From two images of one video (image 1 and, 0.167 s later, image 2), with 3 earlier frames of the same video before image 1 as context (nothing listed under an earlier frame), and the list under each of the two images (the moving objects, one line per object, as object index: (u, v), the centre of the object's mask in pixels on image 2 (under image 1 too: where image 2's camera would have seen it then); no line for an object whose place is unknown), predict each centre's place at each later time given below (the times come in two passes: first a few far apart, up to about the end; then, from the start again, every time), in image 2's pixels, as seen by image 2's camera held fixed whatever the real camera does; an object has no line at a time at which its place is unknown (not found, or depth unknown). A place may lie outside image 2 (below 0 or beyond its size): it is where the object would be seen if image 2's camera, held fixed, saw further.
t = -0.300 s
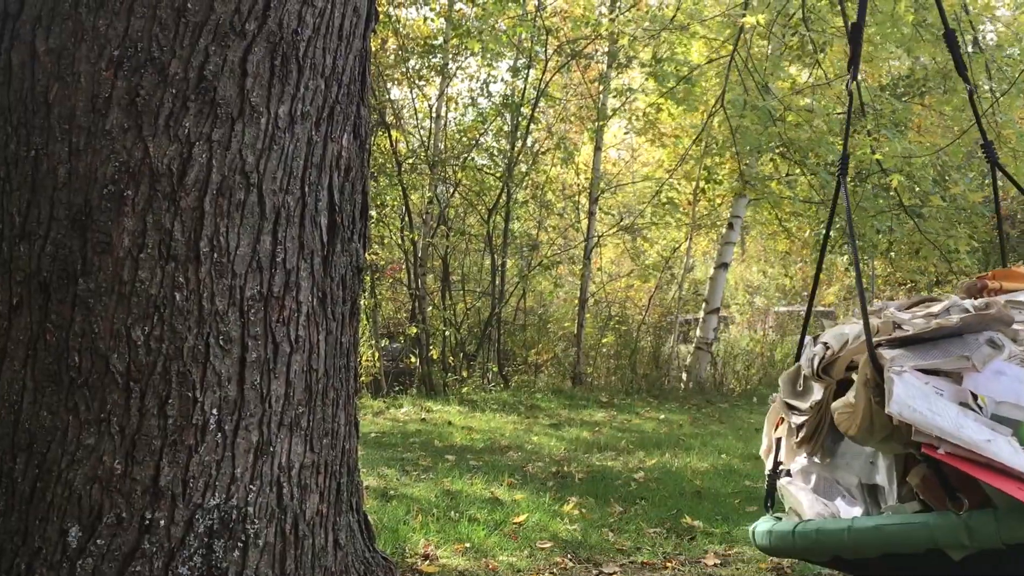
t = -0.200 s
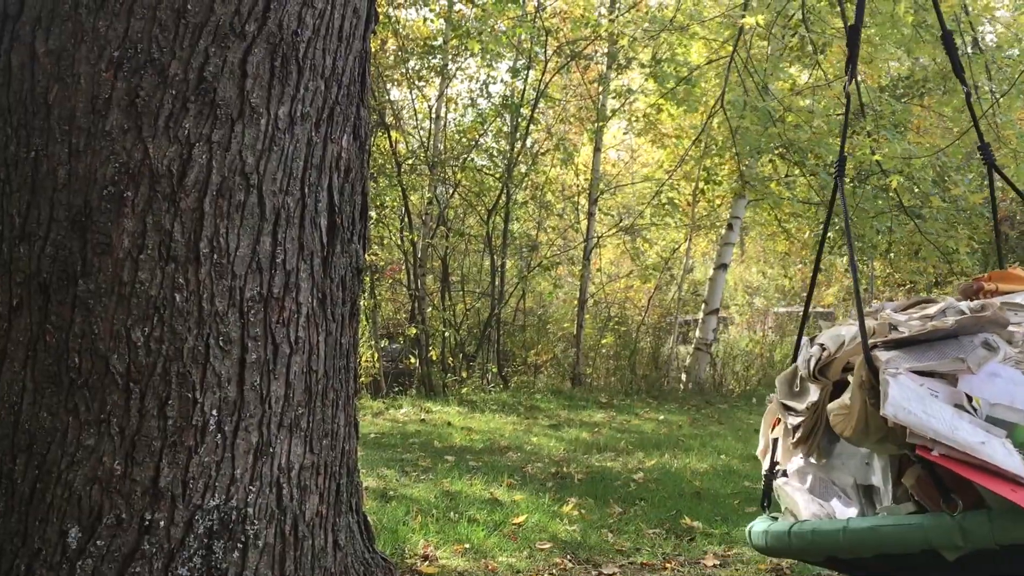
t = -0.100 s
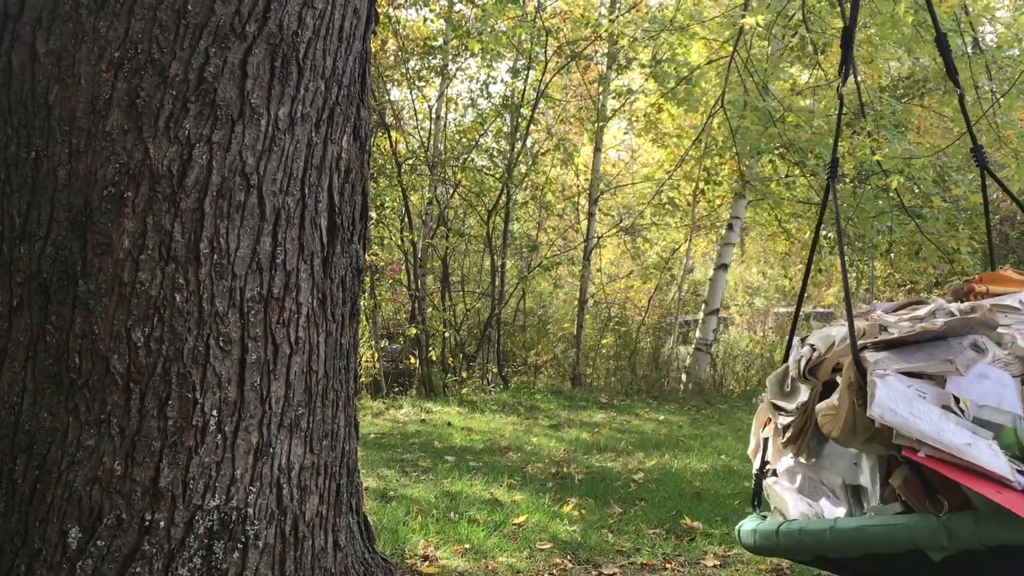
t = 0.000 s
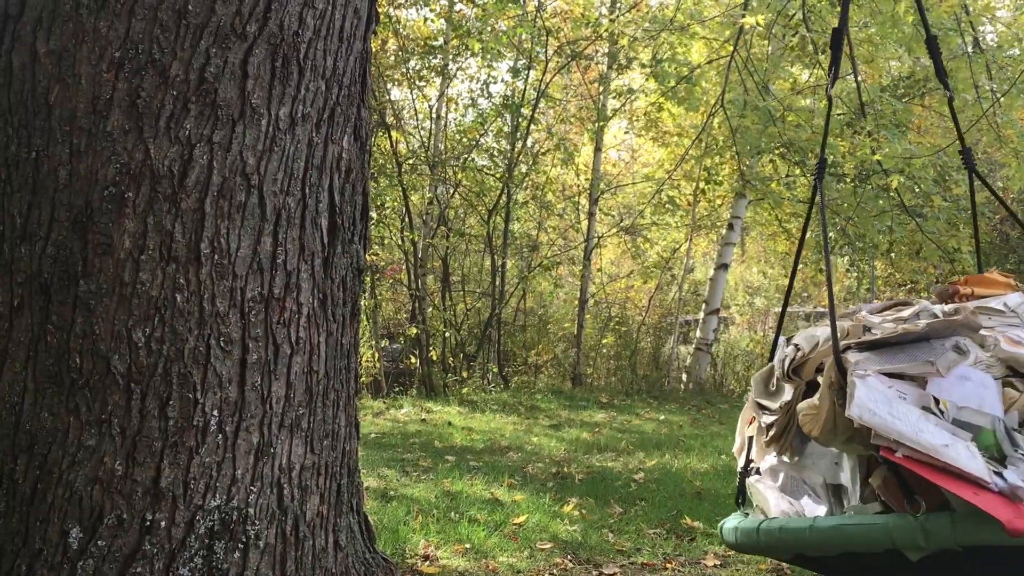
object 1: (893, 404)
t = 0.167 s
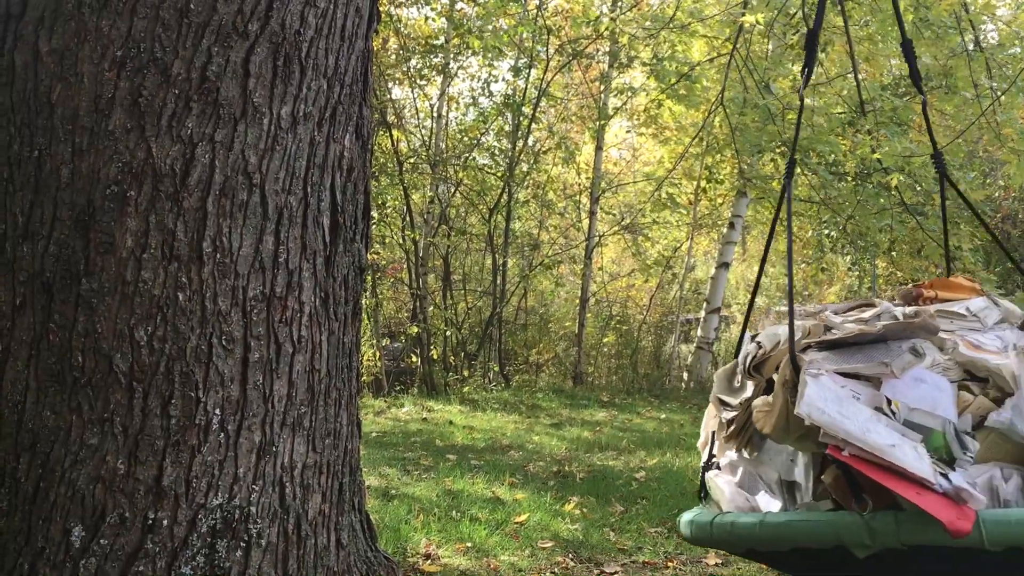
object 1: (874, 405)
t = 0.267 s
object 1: (858, 406)
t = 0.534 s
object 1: (785, 407)
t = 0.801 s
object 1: (697, 399)
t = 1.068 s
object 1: (632, 389)
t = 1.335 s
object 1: (604, 383)
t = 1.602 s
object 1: (624, 386)
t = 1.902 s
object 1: (696, 396)
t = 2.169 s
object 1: (786, 404)
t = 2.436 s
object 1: (850, 403)
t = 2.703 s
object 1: (882, 404)
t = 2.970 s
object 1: (894, 407)
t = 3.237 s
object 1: (885, 404)
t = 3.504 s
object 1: (855, 404)
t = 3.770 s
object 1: (797, 407)
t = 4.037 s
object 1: (709, 400)
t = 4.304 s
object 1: (640, 390)
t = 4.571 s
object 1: (615, 382)
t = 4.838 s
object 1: (629, 383)
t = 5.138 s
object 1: (687, 394)
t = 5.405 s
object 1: (772, 403)
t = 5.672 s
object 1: (837, 403)
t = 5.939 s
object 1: (871, 403)
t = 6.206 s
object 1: (885, 405)
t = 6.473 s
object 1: (881, 404)
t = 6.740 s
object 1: (857, 404)
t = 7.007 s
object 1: (808, 407)
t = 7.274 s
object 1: (720, 401)
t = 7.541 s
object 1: (648, 391)
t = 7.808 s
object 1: (619, 383)
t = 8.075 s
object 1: (618, 385)
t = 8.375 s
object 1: (679, 394)
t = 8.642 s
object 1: (762, 402)
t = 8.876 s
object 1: (825, 403)
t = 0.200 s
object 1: (869, 406)
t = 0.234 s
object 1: (864, 406)
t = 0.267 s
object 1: (858, 406)
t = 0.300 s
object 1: (852, 407)
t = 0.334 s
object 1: (846, 407)
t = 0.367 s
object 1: (839, 408)
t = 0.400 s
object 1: (831, 408)
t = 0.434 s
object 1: (821, 408)
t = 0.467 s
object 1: (809, 408)
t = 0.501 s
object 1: (797, 408)
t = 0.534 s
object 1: (785, 407)
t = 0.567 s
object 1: (774, 407)
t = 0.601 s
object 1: (762, 406)
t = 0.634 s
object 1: (751, 405)
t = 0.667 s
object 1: (741, 403)
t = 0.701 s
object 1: (729, 403)
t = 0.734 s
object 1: (718, 402)
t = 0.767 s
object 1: (707, 400)
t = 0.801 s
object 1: (697, 399)
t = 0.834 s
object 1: (687, 398)
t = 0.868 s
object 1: (678, 397)
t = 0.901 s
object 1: (669, 395)
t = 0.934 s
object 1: (660, 394)
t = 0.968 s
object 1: (652, 393)
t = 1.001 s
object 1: (645, 391)
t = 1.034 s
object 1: (638, 390)
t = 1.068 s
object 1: (632, 389)
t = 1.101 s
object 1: (626, 388)
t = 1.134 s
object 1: (621, 387)
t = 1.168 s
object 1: (616, 386)
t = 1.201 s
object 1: (612, 385)
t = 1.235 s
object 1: (609, 384)
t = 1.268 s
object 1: (607, 384)
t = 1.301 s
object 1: (605, 383)
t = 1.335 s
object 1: (604, 383)
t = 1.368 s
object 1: (604, 383)
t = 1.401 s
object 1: (605, 383)
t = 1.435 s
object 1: (606, 383)
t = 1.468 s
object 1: (609, 383)
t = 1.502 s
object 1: (611, 384)
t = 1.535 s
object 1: (615, 384)
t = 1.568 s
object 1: (619, 385)
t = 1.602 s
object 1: (624, 386)
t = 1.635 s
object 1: (631, 387)
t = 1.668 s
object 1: (637, 387)
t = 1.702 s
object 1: (644, 389)
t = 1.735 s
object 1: (651, 390)
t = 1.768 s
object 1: (658, 391)
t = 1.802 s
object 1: (668, 393)
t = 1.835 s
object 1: (678, 393)
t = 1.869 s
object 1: (687, 395)
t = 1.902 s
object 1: (696, 396)
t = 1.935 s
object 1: (707, 397)
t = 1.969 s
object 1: (717, 399)
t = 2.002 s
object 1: (728, 400)
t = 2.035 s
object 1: (740, 401)
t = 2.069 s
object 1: (751, 402)
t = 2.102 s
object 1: (763, 403)
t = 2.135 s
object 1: (774, 404)
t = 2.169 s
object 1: (786, 404)
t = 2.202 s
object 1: (797, 405)
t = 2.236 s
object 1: (808, 406)
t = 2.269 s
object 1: (818, 405)
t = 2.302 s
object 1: (826, 405)
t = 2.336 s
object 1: (833, 405)
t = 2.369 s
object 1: (839, 404)
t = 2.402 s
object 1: (845, 404)
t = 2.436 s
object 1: (850, 403)
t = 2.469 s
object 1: (856, 403)
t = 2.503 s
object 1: (860, 403)
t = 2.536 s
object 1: (865, 403)
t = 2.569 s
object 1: (869, 403)
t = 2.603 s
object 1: (873, 404)
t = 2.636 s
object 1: (876, 403)
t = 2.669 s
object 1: (879, 404)
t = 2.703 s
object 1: (882, 404)
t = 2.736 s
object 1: (885, 405)
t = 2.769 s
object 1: (887, 405)
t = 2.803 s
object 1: (889, 405)
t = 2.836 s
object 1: (891, 406)
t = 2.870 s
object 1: (892, 406)
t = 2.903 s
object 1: (893, 407)
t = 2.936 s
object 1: (894, 407)
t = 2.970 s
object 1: (894, 407)
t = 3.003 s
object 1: (894, 407)
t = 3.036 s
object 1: (894, 406)
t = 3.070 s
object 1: (893, 406)
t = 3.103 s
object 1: (892, 405)
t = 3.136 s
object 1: (891, 405)
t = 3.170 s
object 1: (890, 405)
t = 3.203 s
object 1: (888, 404)
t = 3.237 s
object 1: (885, 404)
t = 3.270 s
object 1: (883, 403)
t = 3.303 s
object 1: (879, 403)
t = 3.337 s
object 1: (877, 403)
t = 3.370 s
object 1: (873, 403)
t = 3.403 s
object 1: (869, 403)
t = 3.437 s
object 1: (865, 403)
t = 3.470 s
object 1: (860, 404)
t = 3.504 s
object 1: (855, 404)
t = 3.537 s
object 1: (849, 404)
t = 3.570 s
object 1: (844, 405)
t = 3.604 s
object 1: (839, 405)
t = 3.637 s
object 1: (833, 406)
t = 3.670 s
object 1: (826, 407)
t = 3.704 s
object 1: (818, 407)
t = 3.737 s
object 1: (809, 408)
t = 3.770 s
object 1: (797, 407)
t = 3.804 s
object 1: (786, 406)
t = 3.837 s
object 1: (774, 406)
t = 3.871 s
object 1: (763, 405)
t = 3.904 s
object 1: (752, 404)
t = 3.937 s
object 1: (742, 403)
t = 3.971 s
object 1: (730, 402)
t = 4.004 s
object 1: (718, 401)
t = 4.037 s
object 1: (709, 400)
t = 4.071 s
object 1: (700, 398)
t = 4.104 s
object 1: (689, 398)
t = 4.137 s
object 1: (680, 396)
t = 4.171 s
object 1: (670, 395)
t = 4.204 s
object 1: (662, 394)
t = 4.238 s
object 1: (654, 393)
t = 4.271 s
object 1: (647, 391)
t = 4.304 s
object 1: (640, 390)
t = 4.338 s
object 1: (634, 389)
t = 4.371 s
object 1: (627, 388)
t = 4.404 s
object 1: (623, 387)
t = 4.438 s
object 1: (618, 386)
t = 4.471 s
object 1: (614, 385)
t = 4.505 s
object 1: (611, 384)
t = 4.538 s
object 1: (617, 382)
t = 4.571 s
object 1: (615, 382)
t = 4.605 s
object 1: (614, 381)
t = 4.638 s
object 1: (614, 381)
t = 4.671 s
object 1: (615, 381)
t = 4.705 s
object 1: (616, 381)
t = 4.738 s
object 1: (618, 382)
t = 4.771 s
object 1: (621, 382)
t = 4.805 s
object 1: (624, 382)
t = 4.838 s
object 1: (629, 383)
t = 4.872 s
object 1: (634, 384)
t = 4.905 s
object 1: (631, 387)
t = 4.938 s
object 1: (637, 387)
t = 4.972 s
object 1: (645, 389)
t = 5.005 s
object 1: (652, 390)
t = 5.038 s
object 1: (660, 391)
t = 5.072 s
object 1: (669, 392)
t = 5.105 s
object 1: (678, 393)
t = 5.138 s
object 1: (687, 394)
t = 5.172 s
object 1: (696, 396)
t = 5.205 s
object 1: (708, 397)
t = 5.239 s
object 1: (718, 398)
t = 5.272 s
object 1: (728, 399)
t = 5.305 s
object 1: (740, 400)
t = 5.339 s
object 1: (751, 401)
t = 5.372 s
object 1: (762, 402)
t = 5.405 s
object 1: (772, 403)
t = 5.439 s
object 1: (786, 403)
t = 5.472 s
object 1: (797, 404)
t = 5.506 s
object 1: (804, 405)
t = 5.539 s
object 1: (812, 404)
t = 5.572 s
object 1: (820, 403)
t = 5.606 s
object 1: (825, 403)
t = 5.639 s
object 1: (832, 403)
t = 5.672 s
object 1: (837, 403)
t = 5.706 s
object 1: (842, 402)
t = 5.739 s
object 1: (847, 402)
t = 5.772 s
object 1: (852, 402)
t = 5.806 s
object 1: (856, 402)
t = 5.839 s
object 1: (861, 402)
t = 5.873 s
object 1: (865, 403)
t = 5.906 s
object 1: (868, 403)
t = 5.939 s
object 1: (871, 403)
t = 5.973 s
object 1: (873, 403)
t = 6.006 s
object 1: (876, 404)
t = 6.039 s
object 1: (878, 404)
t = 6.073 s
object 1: (880, 404)
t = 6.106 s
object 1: (882, 405)
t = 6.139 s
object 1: (884, 405)
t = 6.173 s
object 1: (885, 405)
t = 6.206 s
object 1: (885, 405)
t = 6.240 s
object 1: (886, 405)
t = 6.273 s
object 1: (886, 405)
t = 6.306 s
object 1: (886, 405)
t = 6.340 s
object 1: (885, 405)
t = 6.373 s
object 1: (884, 405)
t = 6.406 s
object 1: (883, 404)
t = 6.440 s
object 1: (882, 404)
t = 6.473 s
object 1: (881, 404)
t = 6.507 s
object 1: (879, 403)
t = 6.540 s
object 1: (877, 403)
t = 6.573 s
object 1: (874, 403)
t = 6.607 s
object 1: (872, 403)
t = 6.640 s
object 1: (869, 403)
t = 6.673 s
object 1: (865, 403)
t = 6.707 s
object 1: (861, 403)
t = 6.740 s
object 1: (857, 404)
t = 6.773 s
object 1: (852, 404)
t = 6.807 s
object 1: (847, 404)
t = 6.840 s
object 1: (842, 404)
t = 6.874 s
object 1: (836, 405)
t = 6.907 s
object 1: (830, 406)
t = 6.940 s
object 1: (824, 406)
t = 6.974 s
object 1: (817, 406)
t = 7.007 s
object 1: (808, 407)
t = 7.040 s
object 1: (799, 406)
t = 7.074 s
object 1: (787, 405)
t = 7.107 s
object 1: (776, 405)
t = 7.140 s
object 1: (764, 404)
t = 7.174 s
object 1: (754, 403)
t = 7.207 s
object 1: (743, 402)
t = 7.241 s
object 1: (730, 402)
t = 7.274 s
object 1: (720, 401)
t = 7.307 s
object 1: (711, 399)
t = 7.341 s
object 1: (701, 398)
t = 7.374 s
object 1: (691, 398)
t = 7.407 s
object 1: (682, 396)
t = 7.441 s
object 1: (673, 395)
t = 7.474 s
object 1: (665, 394)
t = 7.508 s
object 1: (656, 392)
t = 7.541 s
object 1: (648, 391)
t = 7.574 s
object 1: (642, 390)
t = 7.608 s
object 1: (644, 387)
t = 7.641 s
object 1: (639, 386)
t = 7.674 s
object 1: (633, 385)
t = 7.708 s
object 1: (620, 386)
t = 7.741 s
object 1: (624, 384)
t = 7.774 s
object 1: (621, 383)
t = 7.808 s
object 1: (619, 383)
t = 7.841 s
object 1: (617, 382)
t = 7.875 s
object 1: (616, 382)
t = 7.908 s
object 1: (616, 382)
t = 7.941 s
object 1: (617, 382)
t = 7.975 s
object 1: (618, 382)
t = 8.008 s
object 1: (620, 382)
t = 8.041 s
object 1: (623, 383)
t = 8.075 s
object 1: (618, 385)
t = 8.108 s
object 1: (631, 384)
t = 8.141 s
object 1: (628, 386)
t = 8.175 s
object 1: (642, 385)
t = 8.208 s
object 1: (640, 388)
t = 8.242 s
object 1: (646, 389)
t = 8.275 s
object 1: (654, 390)
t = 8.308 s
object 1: (662, 392)
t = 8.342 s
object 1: (670, 393)
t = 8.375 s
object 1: (679, 394)
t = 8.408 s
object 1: (688, 395)
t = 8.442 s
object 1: (699, 396)
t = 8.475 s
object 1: (708, 398)
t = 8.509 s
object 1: (719, 398)
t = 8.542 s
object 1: (728, 400)
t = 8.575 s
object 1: (739, 401)
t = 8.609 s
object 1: (751, 401)
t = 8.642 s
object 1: (762, 402)
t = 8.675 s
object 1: (773, 403)
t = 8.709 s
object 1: (785, 403)
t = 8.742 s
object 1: (796, 404)
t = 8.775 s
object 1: (805, 403)
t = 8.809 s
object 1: (812, 404)
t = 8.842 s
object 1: (818, 403)
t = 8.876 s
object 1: (825, 403)
